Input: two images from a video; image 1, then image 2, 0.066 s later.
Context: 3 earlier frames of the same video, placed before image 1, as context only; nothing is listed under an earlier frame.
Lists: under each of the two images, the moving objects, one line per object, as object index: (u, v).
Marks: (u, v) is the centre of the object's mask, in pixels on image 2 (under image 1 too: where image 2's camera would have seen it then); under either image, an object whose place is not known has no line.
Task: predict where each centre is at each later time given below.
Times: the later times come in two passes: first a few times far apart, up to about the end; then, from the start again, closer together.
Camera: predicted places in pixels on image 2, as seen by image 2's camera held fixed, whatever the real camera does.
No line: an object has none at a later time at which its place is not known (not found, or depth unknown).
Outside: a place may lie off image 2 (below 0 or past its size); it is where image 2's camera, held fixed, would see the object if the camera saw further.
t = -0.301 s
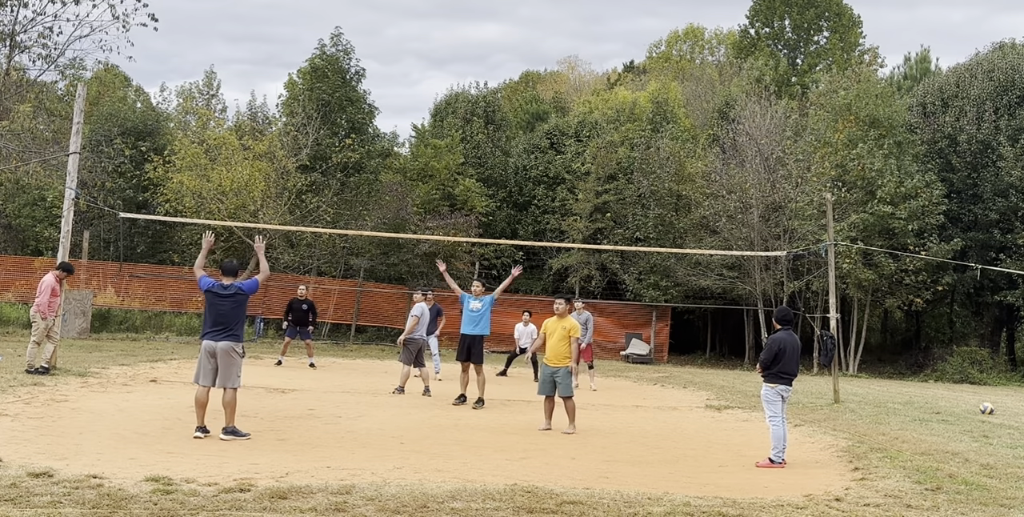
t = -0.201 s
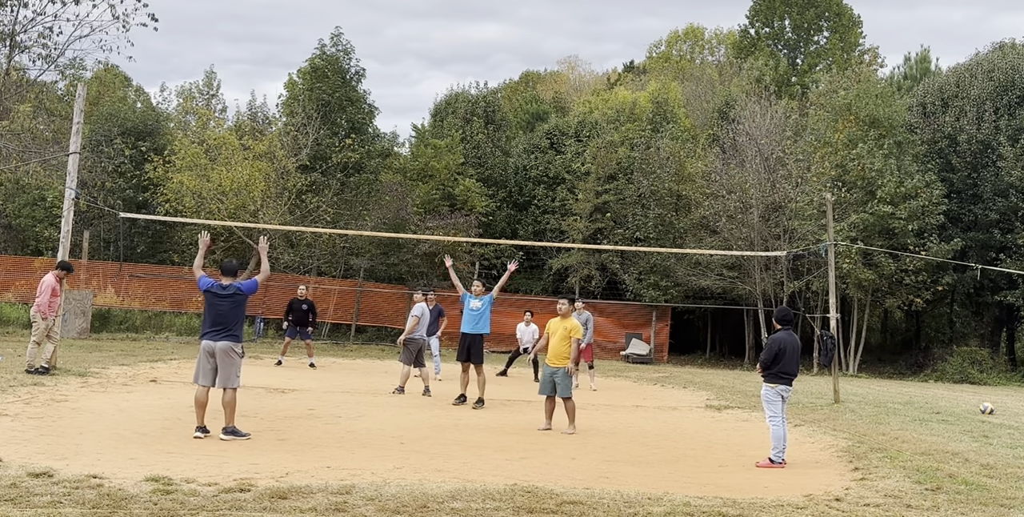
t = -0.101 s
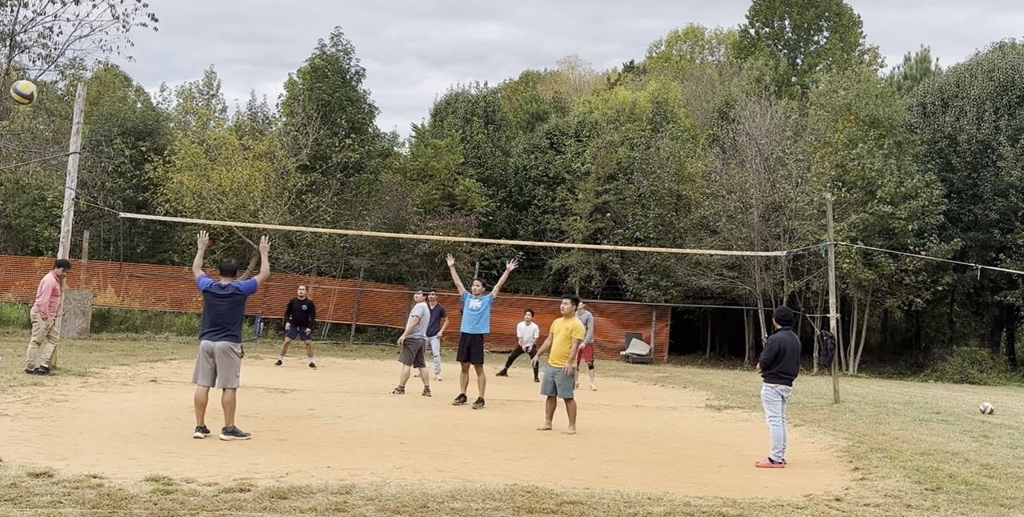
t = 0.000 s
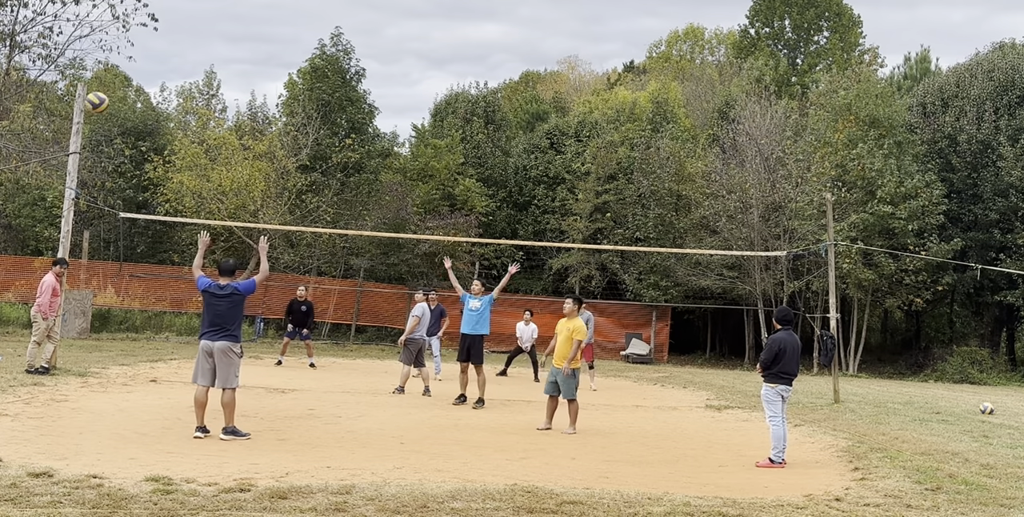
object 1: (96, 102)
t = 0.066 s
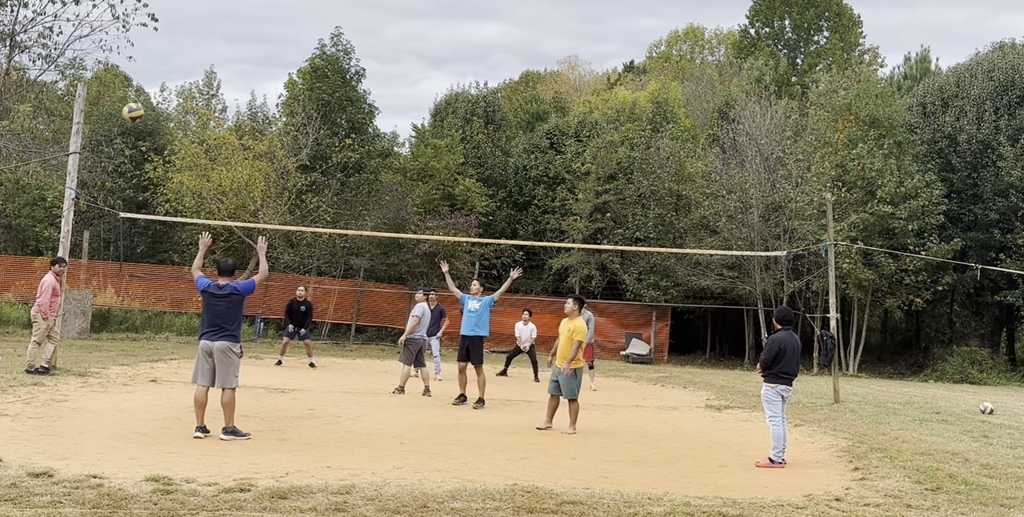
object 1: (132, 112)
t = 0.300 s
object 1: (214, 160)
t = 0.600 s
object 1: (266, 235)
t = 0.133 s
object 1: (162, 125)
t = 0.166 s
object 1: (174, 132)
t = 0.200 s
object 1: (185, 138)
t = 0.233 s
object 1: (195, 145)
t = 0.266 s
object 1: (206, 153)
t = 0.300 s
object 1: (214, 160)
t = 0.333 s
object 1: (221, 167)
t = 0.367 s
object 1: (228, 174)
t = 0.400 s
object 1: (235, 183)
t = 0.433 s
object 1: (241, 190)
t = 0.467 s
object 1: (247, 198)
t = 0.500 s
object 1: (253, 207)
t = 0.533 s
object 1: (257, 216)
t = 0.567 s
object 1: (262, 225)
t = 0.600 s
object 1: (266, 235)
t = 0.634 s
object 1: (269, 244)
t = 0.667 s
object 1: (272, 253)
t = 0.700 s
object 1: (275, 262)
